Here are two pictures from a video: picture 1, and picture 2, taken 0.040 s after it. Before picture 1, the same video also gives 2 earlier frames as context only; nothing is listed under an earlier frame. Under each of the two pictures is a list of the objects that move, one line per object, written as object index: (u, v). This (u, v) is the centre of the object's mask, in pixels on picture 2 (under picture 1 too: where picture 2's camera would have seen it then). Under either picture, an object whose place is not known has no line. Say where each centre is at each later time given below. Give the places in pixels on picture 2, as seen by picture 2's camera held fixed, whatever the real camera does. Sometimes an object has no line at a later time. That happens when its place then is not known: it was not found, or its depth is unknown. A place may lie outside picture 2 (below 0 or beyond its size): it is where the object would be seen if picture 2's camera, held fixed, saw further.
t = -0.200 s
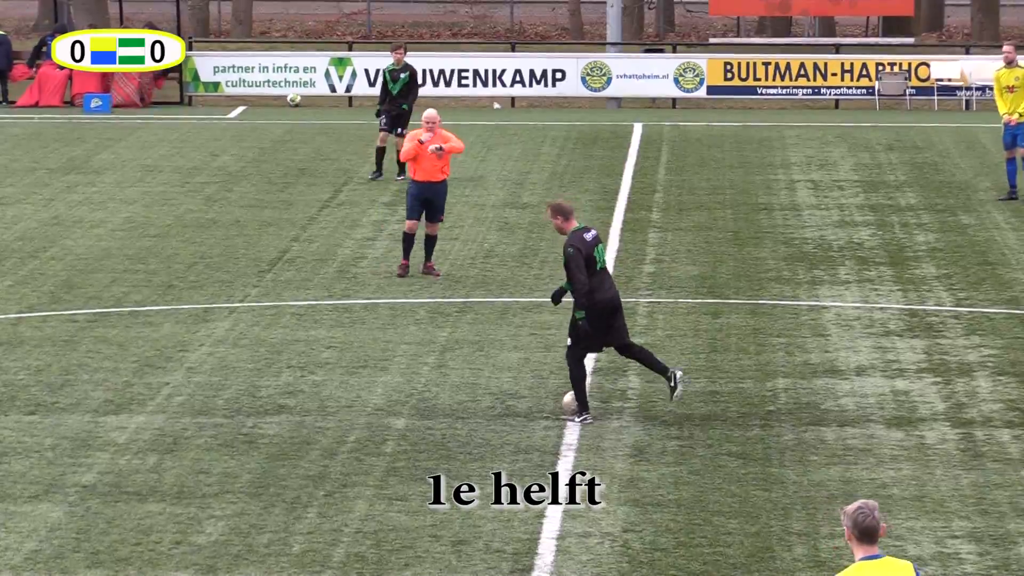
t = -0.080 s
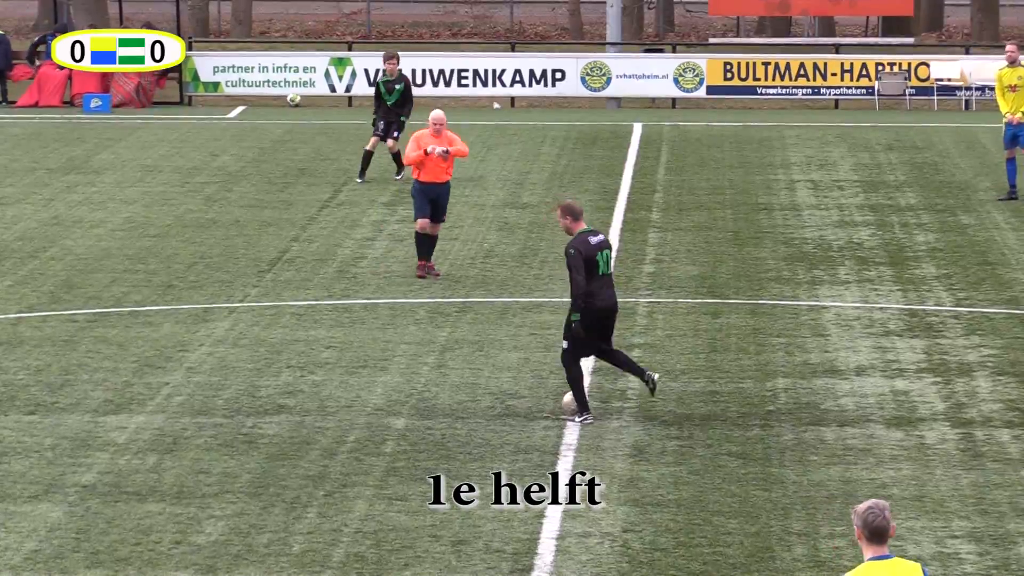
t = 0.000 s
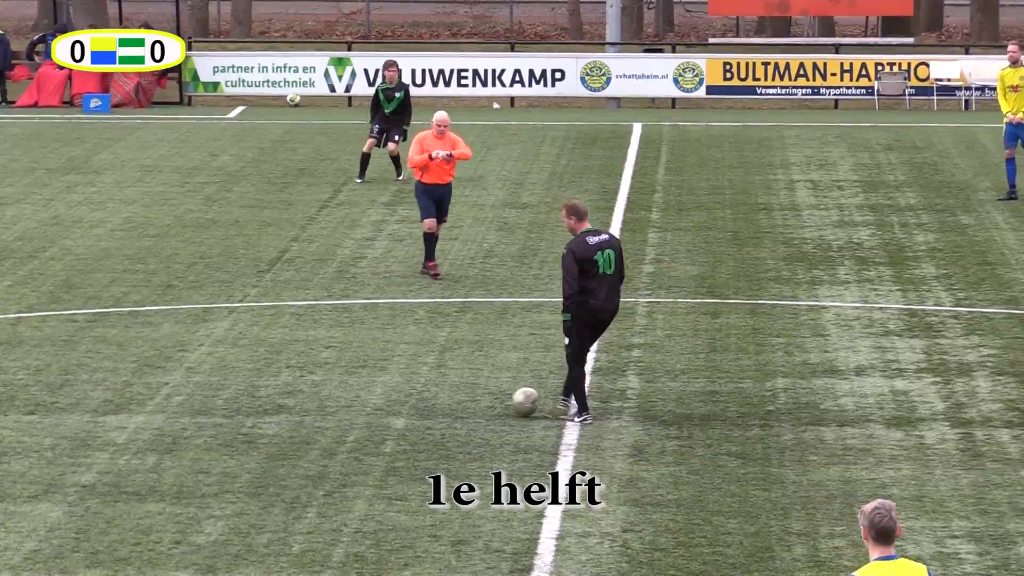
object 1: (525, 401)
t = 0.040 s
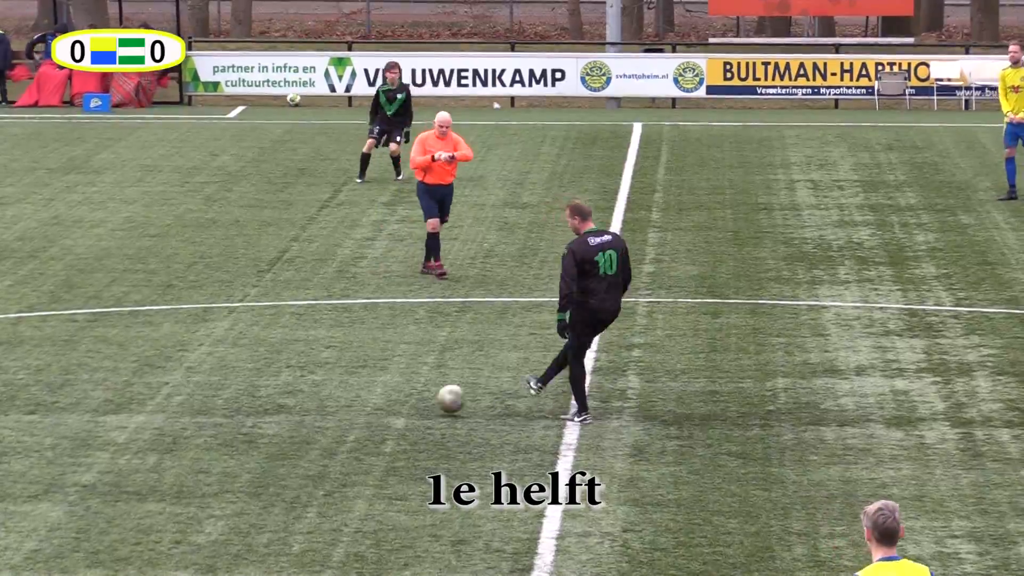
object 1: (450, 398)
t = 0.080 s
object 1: (377, 398)
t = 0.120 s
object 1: (303, 399)
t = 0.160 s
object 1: (233, 398)
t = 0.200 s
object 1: (168, 394)
